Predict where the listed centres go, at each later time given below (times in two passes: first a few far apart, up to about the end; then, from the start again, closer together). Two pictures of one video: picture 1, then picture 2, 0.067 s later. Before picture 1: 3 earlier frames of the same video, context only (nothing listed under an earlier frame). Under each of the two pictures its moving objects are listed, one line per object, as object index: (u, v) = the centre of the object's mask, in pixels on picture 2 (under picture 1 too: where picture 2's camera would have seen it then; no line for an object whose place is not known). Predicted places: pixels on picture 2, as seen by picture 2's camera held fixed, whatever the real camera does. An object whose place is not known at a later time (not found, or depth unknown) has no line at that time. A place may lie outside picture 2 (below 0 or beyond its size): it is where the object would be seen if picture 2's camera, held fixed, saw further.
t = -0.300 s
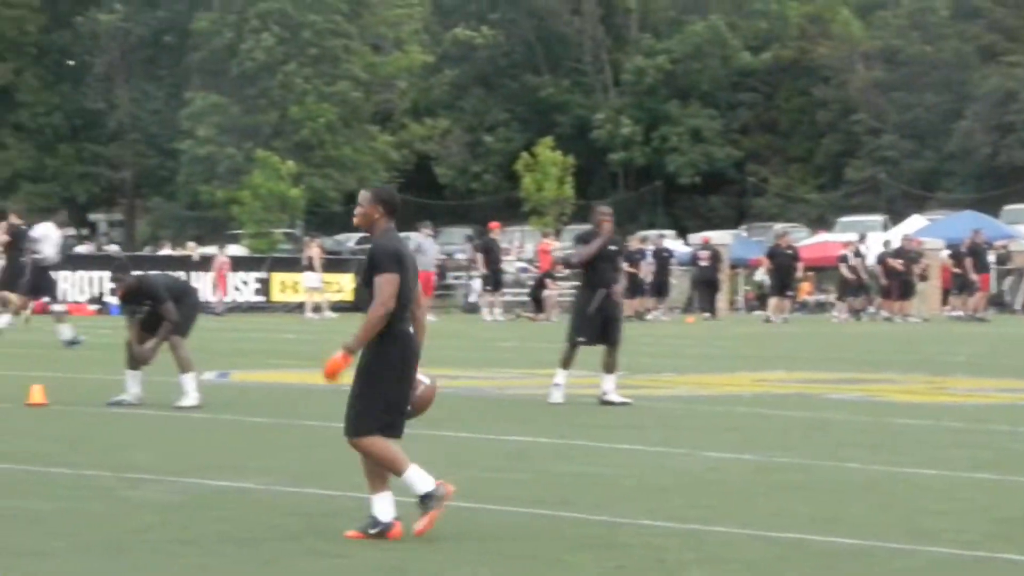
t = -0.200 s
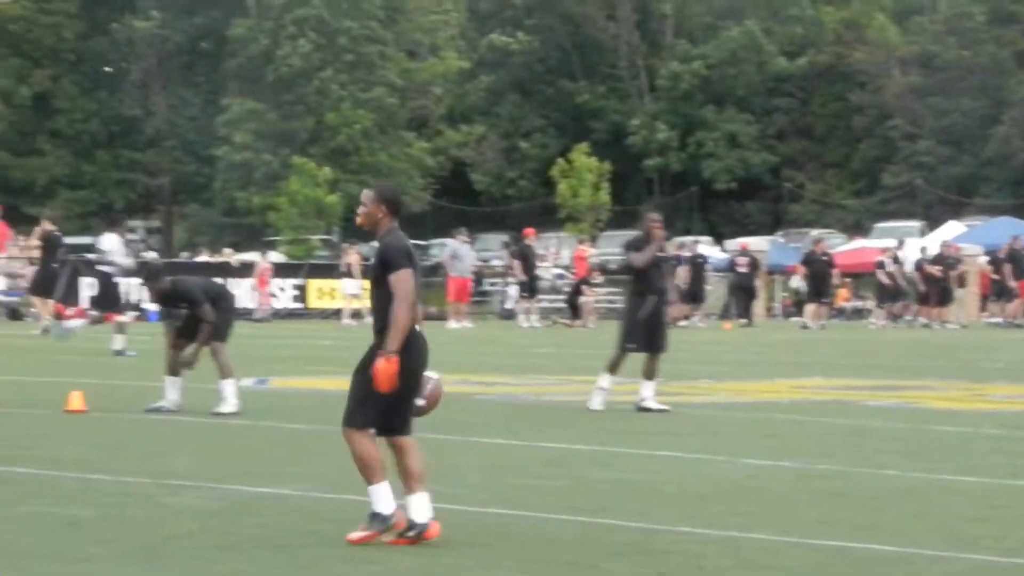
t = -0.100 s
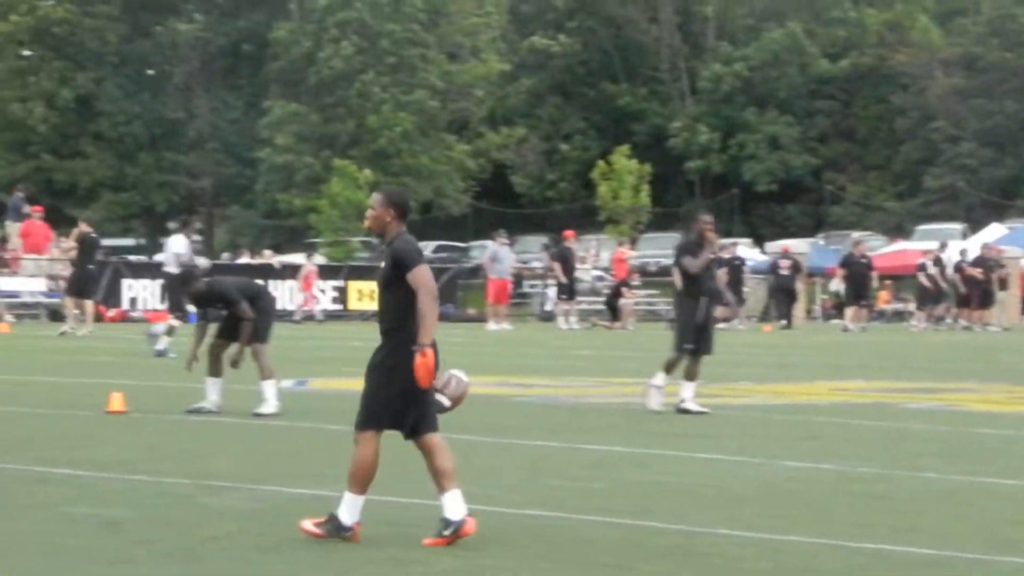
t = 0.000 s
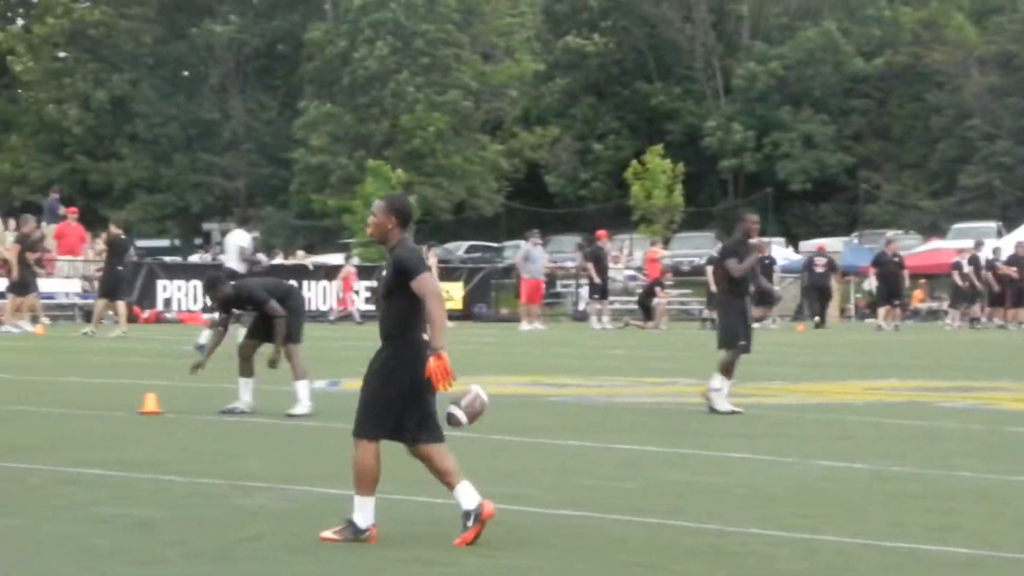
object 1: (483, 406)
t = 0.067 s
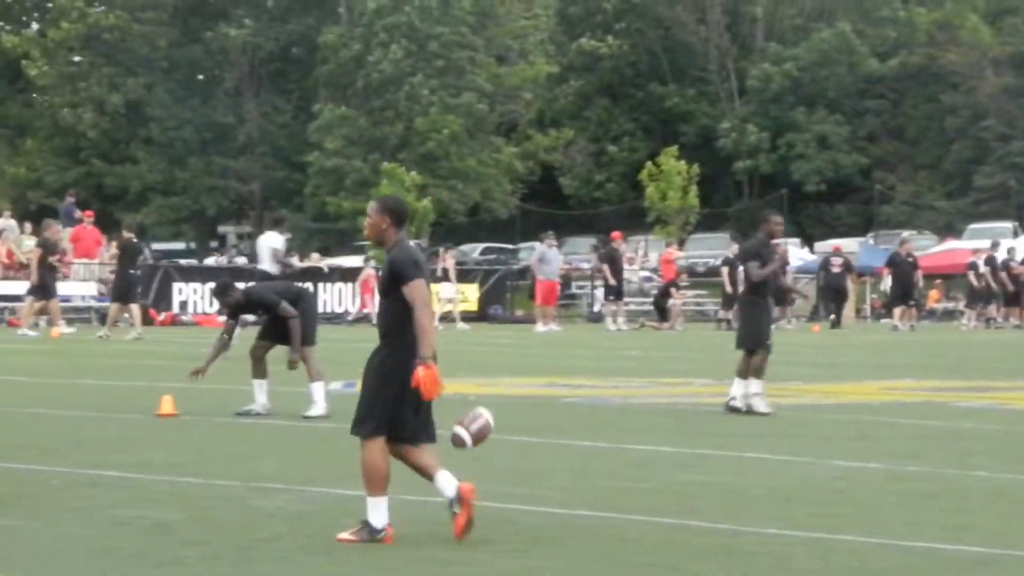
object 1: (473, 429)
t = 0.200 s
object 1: (452, 496)
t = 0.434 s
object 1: (473, 476)
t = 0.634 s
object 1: (498, 501)
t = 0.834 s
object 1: (539, 513)
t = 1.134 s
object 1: (596, 508)
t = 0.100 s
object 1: (469, 441)
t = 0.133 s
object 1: (464, 457)
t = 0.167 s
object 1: (458, 475)
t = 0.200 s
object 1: (452, 496)
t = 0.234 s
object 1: (449, 519)
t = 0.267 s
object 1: (449, 517)
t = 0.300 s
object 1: (454, 503)
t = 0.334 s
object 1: (459, 492)
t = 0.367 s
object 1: (463, 484)
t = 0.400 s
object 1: (466, 479)
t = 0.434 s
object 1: (473, 476)
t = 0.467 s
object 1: (479, 475)
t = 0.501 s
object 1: (483, 476)
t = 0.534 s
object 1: (487, 479)
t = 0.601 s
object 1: (499, 490)
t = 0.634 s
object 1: (498, 501)
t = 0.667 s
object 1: (505, 513)
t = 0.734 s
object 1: (517, 520)
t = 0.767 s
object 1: (524, 518)
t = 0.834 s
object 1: (539, 513)
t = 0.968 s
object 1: (564, 515)
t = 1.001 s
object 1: (569, 520)
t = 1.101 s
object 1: (589, 514)
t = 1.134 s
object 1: (596, 508)
